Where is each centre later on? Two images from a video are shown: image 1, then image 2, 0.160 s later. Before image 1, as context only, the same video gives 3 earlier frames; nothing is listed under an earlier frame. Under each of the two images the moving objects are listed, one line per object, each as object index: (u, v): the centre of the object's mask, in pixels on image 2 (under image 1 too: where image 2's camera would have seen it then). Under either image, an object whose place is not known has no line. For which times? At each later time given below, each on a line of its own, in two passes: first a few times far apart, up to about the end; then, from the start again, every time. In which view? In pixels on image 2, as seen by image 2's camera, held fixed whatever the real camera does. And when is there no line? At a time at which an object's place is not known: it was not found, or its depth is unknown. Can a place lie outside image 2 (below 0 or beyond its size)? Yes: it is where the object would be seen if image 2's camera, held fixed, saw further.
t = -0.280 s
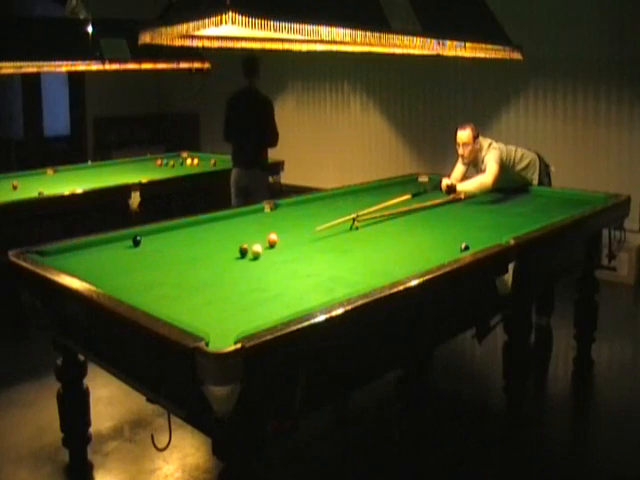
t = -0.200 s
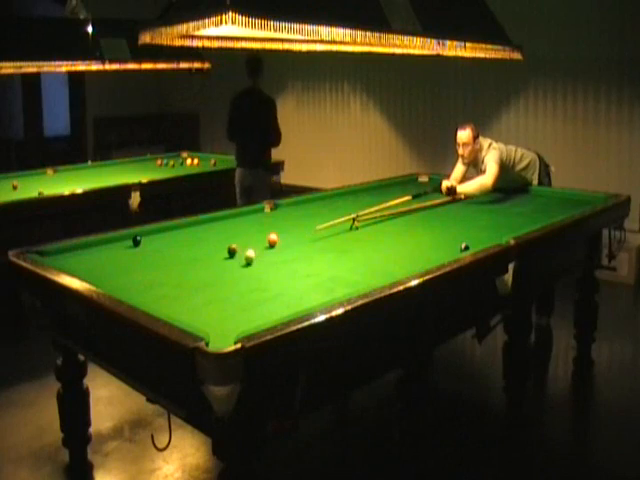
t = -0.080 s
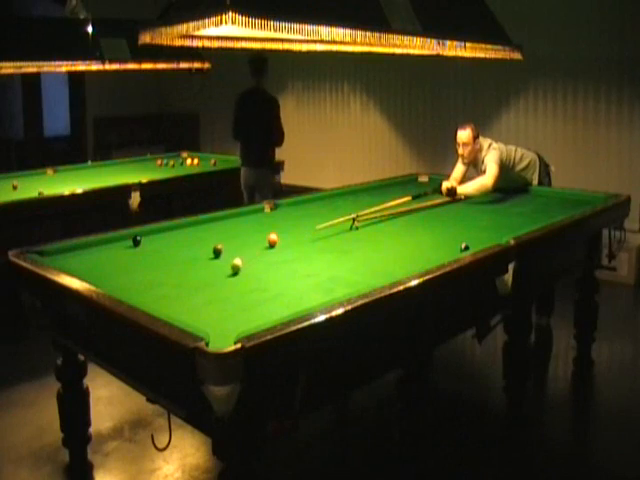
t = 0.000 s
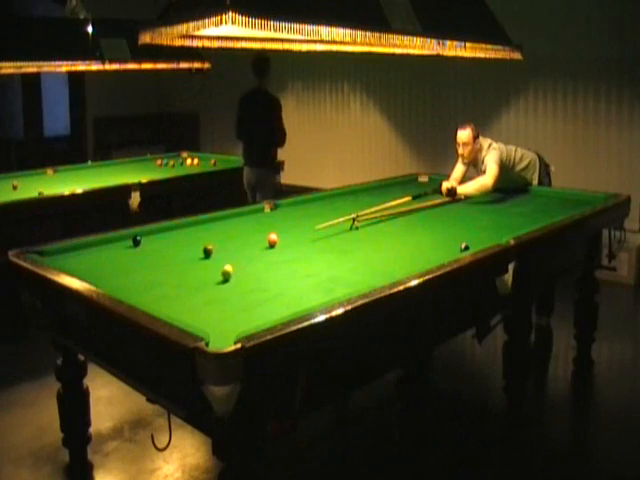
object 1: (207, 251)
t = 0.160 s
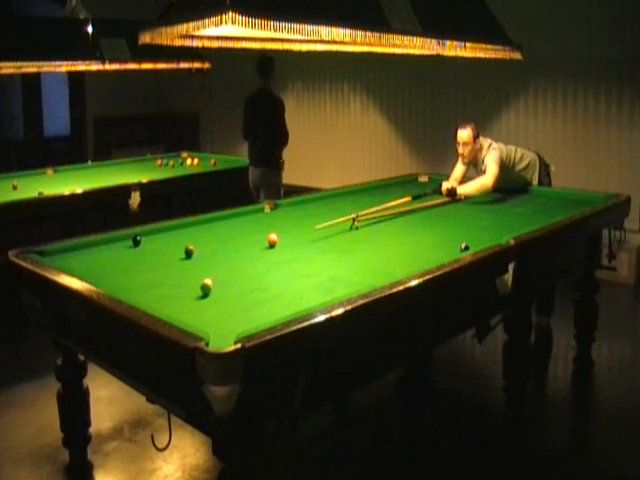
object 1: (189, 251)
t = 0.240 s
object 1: (179, 251)
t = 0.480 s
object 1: (153, 252)
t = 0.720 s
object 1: (128, 253)
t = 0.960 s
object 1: (106, 253)
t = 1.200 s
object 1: (85, 253)
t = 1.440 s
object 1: (65, 253)
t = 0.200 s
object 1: (184, 251)
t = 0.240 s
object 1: (179, 251)
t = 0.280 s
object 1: (175, 251)
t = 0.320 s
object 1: (171, 252)
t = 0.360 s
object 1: (166, 252)
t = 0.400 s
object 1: (162, 252)
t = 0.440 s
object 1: (157, 252)
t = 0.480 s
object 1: (153, 252)
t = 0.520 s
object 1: (149, 252)
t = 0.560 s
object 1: (145, 252)
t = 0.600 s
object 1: (141, 252)
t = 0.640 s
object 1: (137, 252)
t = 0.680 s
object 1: (132, 252)
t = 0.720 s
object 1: (128, 253)
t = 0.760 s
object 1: (125, 253)
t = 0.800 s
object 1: (121, 253)
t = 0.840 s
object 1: (117, 253)
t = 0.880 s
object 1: (113, 253)
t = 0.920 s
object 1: (110, 253)
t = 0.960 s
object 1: (106, 253)
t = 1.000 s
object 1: (102, 253)
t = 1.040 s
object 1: (98, 253)
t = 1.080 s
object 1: (95, 253)
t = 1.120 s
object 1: (91, 253)
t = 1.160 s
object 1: (88, 253)
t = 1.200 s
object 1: (85, 253)
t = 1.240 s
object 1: (81, 253)
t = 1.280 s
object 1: (78, 253)
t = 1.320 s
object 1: (74, 252)
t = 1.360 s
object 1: (71, 253)
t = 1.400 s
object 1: (68, 253)
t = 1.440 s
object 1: (65, 253)
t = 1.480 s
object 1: (62, 253)
